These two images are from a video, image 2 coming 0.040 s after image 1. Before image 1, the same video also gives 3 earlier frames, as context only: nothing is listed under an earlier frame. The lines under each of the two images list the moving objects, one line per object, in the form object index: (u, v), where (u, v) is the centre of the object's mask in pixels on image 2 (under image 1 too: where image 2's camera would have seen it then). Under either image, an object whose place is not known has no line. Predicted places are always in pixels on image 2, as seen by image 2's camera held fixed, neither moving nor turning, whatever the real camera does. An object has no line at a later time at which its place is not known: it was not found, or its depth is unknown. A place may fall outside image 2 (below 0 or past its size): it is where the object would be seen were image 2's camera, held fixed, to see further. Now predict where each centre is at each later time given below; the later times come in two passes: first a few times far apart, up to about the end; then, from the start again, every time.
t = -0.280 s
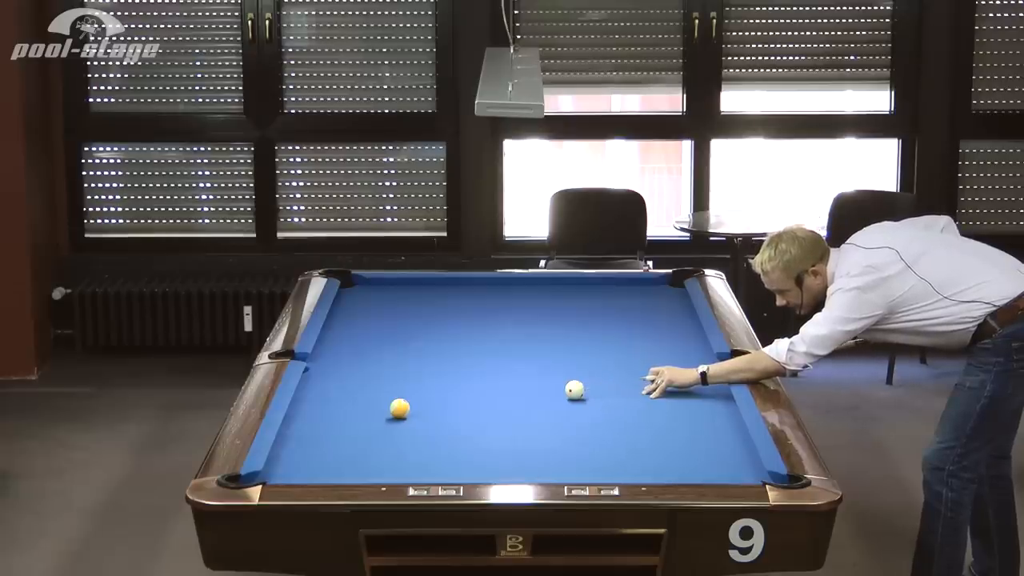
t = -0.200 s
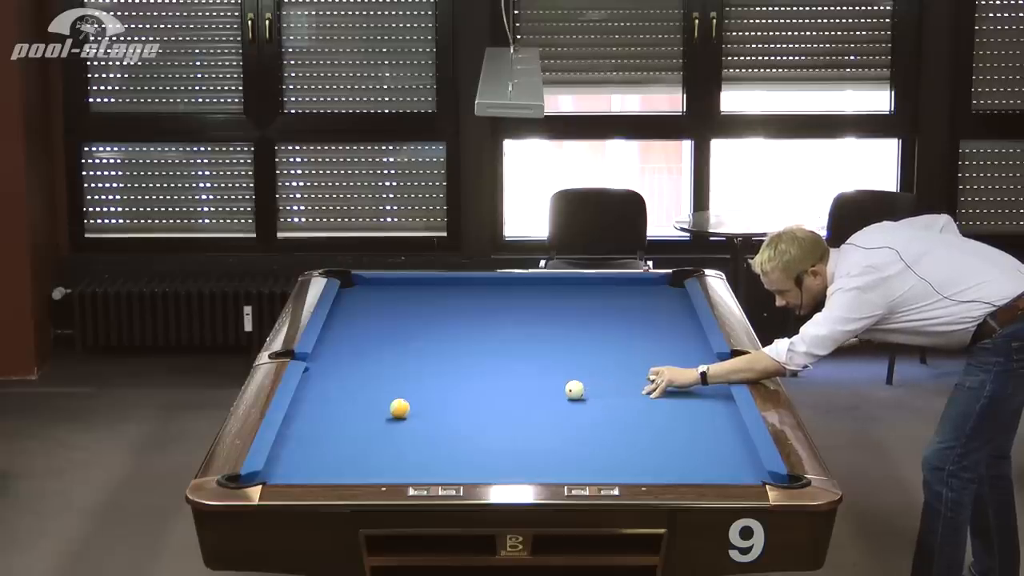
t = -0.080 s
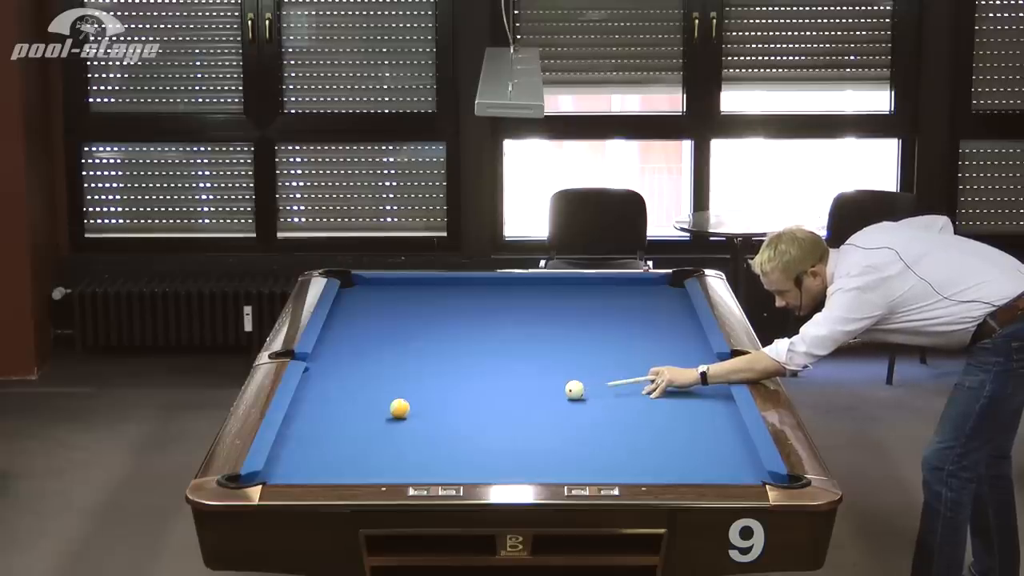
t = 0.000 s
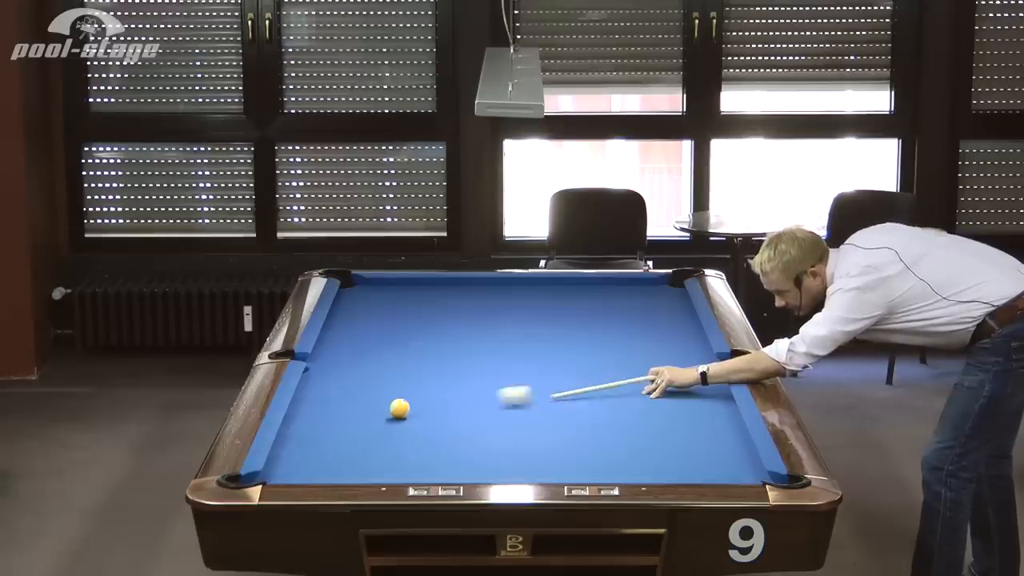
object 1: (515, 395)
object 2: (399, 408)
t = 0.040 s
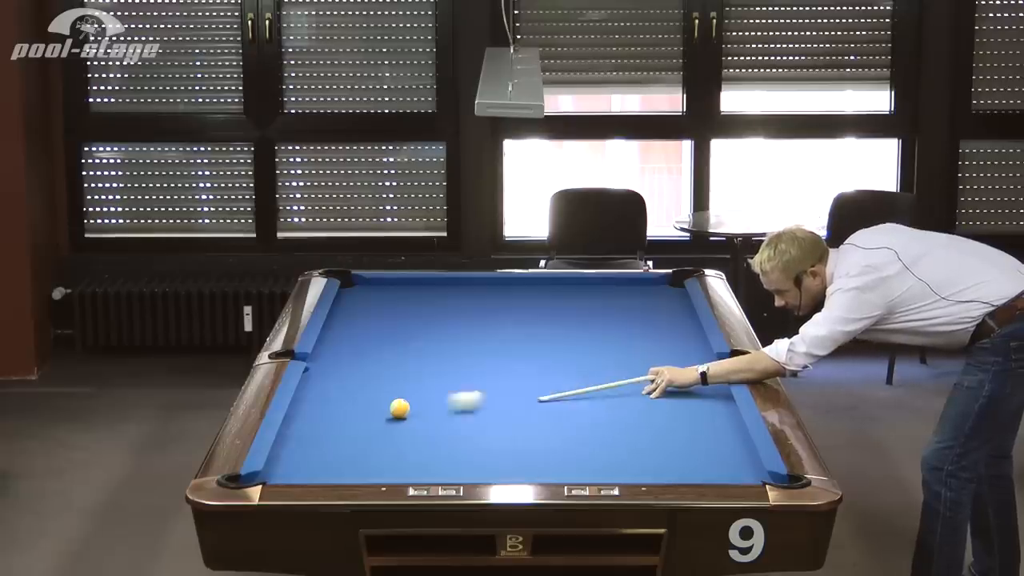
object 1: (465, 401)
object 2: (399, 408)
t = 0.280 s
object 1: (411, 404)
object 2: (362, 430)
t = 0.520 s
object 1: (403, 402)
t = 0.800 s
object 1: (395, 399)
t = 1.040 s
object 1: (389, 398)
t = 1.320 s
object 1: (383, 397)
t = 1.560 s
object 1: (380, 395)
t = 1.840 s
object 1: (377, 395)
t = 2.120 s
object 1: (375, 395)
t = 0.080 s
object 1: (421, 405)
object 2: (399, 408)
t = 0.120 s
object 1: (416, 405)
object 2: (351, 414)
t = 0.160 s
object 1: (415, 405)
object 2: (304, 420)
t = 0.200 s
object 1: (413, 404)
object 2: (306, 424)
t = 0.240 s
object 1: (412, 404)
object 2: (334, 428)
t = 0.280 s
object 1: (411, 404)
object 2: (362, 430)
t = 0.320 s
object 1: (409, 404)
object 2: (389, 433)
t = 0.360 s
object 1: (408, 403)
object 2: (414, 437)
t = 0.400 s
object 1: (407, 403)
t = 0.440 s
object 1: (405, 402)
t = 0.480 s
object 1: (404, 402)
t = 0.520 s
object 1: (403, 402)
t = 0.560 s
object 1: (402, 401)
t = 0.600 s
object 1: (400, 401)
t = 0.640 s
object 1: (399, 401)
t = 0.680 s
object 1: (398, 400)
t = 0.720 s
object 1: (397, 400)
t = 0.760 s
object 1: (396, 400)
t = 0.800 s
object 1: (395, 399)
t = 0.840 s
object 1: (394, 399)
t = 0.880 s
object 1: (393, 398)
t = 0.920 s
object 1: (392, 398)
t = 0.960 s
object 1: (391, 398)
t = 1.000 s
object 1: (390, 398)
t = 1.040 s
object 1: (389, 398)
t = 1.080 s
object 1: (388, 398)
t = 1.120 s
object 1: (387, 397)
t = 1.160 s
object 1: (386, 397)
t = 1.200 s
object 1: (386, 397)
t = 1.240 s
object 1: (385, 397)
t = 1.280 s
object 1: (384, 397)
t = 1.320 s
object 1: (383, 397)
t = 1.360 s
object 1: (383, 396)
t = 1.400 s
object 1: (382, 396)
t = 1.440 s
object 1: (382, 396)
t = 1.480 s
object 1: (381, 396)
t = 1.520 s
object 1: (381, 396)
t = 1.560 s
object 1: (380, 395)
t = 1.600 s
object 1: (379, 395)
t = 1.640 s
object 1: (379, 396)
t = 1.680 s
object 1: (378, 396)
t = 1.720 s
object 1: (378, 395)
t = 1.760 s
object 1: (378, 396)
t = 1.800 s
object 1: (377, 396)
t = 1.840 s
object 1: (377, 395)
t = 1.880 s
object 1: (376, 395)
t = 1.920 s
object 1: (376, 395)
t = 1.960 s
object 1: (376, 395)
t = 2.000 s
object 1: (375, 395)
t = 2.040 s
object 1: (375, 395)
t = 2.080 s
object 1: (375, 395)
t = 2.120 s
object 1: (375, 395)
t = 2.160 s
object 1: (375, 395)
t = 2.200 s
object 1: (375, 396)
